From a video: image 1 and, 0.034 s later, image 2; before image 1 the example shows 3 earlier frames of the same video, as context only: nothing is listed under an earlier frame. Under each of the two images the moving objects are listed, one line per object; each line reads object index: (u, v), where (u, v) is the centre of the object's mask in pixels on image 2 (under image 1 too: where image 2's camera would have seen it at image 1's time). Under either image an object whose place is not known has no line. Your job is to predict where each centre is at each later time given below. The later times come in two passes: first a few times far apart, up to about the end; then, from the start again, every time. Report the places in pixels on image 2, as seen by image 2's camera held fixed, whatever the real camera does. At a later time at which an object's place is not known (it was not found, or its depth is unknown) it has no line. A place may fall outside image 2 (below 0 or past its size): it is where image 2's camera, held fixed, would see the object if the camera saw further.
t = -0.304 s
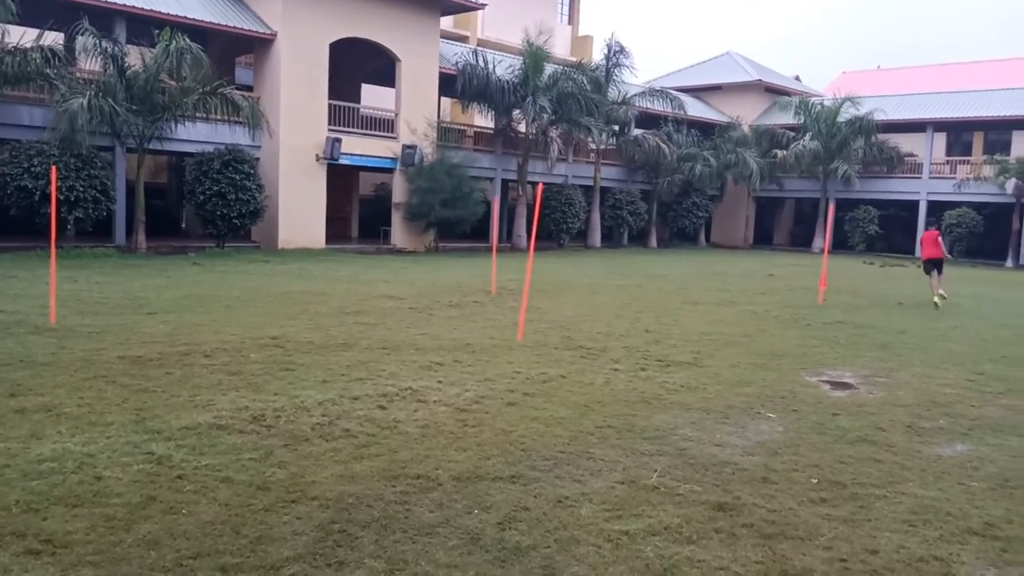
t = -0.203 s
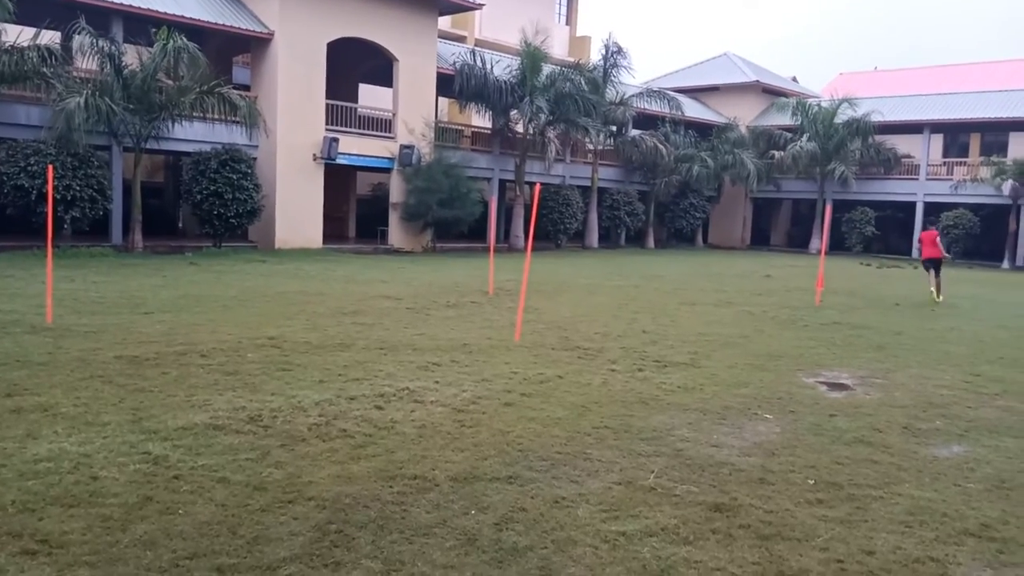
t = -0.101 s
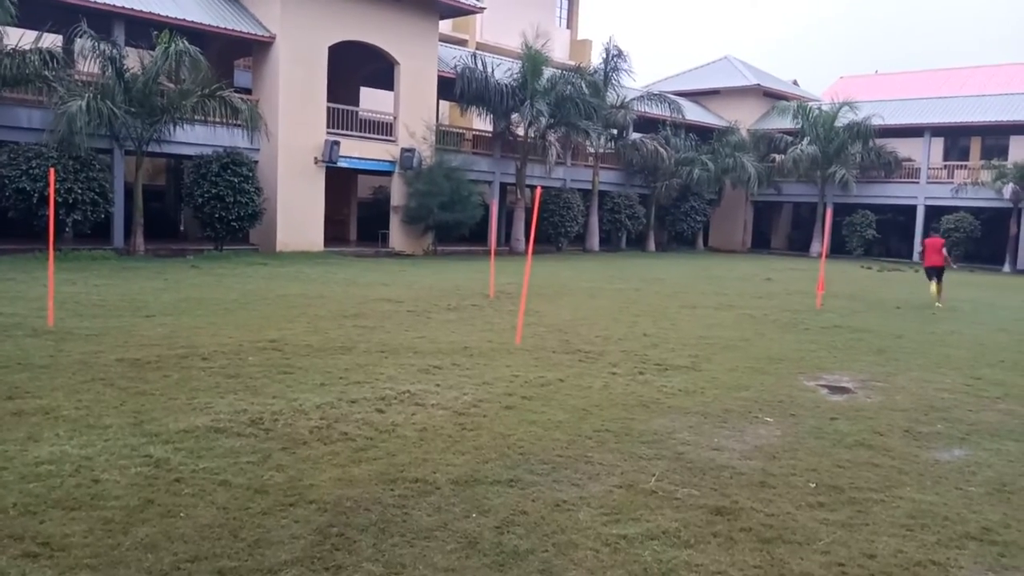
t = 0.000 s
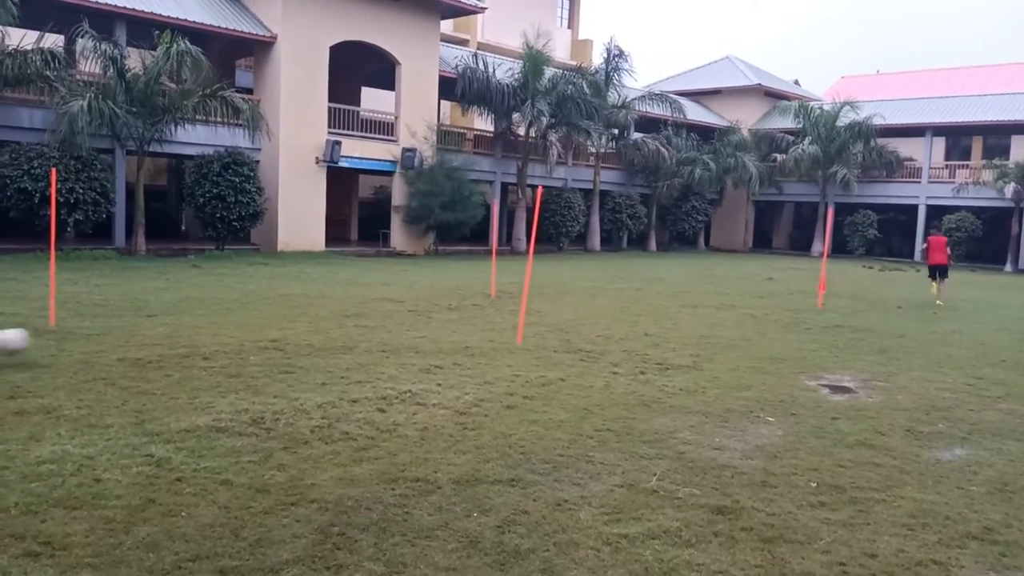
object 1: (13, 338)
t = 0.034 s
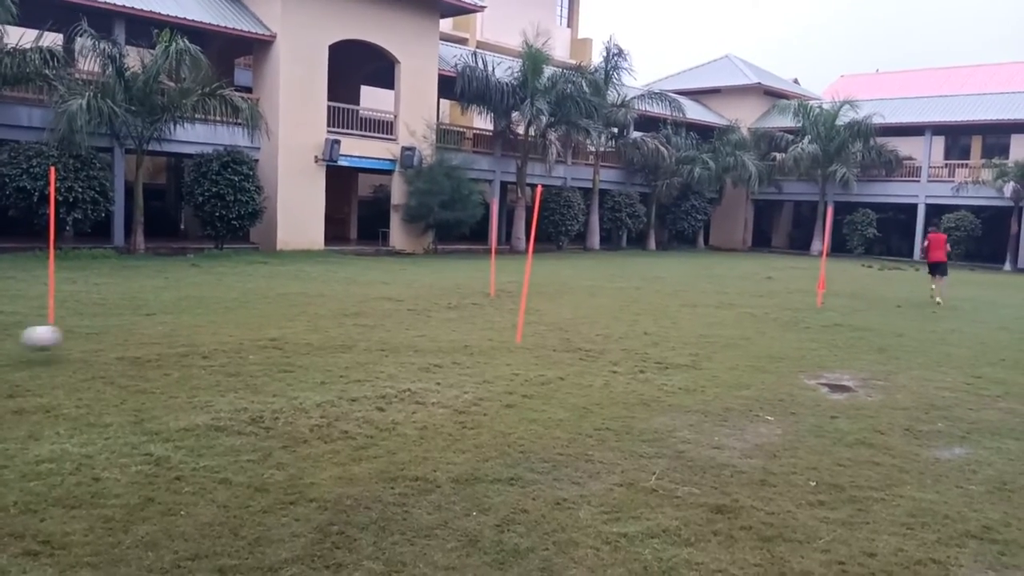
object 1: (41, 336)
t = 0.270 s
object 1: (211, 322)
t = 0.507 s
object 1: (324, 317)
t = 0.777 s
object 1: (422, 315)
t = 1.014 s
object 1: (489, 309)
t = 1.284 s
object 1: (550, 304)
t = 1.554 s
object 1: (599, 298)
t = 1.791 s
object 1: (634, 296)
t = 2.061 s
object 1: (668, 293)
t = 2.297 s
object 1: (693, 291)
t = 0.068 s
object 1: (72, 335)
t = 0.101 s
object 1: (103, 336)
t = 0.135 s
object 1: (130, 339)
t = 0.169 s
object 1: (153, 335)
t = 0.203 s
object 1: (173, 329)
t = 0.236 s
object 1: (192, 325)
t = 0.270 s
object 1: (211, 322)
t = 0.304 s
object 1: (229, 320)
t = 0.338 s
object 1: (247, 319)
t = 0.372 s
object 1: (263, 320)
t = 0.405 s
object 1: (279, 322)
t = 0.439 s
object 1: (295, 324)
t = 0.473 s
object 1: (310, 320)
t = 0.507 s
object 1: (324, 317)
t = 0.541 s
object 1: (338, 315)
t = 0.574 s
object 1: (351, 314)
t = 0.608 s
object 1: (364, 314)
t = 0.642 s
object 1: (376, 316)
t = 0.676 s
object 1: (388, 318)
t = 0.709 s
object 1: (400, 317)
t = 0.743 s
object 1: (412, 316)
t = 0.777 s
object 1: (422, 315)
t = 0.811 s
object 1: (433, 314)
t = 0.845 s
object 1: (443, 313)
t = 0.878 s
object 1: (452, 312)
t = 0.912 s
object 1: (462, 311)
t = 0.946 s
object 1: (471, 310)
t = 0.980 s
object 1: (480, 310)
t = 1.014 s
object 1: (489, 309)
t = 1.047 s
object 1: (498, 308)
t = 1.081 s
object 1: (506, 307)
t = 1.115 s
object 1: (513, 307)
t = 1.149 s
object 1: (521, 306)
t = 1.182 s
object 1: (530, 305)
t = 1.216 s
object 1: (536, 304)
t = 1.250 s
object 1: (543, 304)
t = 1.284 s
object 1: (550, 304)
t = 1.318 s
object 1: (557, 303)
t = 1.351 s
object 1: (563, 302)
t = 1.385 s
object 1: (570, 301)
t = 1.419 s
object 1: (576, 301)
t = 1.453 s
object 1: (582, 301)
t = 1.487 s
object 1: (588, 300)
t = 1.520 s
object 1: (594, 299)
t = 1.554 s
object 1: (599, 298)
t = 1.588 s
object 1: (605, 298)
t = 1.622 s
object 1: (610, 298)
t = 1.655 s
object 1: (615, 297)
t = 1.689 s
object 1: (620, 297)
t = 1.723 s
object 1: (625, 296)
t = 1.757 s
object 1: (629, 296)
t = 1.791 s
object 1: (634, 296)
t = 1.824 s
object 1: (639, 295)
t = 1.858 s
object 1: (643, 295)
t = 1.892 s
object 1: (647, 294)
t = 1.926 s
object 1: (652, 295)
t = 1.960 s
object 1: (656, 294)
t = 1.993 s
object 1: (660, 293)
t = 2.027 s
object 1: (664, 293)
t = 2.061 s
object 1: (668, 293)
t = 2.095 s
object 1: (672, 293)
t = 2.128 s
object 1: (676, 292)
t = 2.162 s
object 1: (679, 292)
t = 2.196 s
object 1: (683, 292)
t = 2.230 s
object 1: (686, 291)
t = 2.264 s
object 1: (689, 291)
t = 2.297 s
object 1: (693, 291)
